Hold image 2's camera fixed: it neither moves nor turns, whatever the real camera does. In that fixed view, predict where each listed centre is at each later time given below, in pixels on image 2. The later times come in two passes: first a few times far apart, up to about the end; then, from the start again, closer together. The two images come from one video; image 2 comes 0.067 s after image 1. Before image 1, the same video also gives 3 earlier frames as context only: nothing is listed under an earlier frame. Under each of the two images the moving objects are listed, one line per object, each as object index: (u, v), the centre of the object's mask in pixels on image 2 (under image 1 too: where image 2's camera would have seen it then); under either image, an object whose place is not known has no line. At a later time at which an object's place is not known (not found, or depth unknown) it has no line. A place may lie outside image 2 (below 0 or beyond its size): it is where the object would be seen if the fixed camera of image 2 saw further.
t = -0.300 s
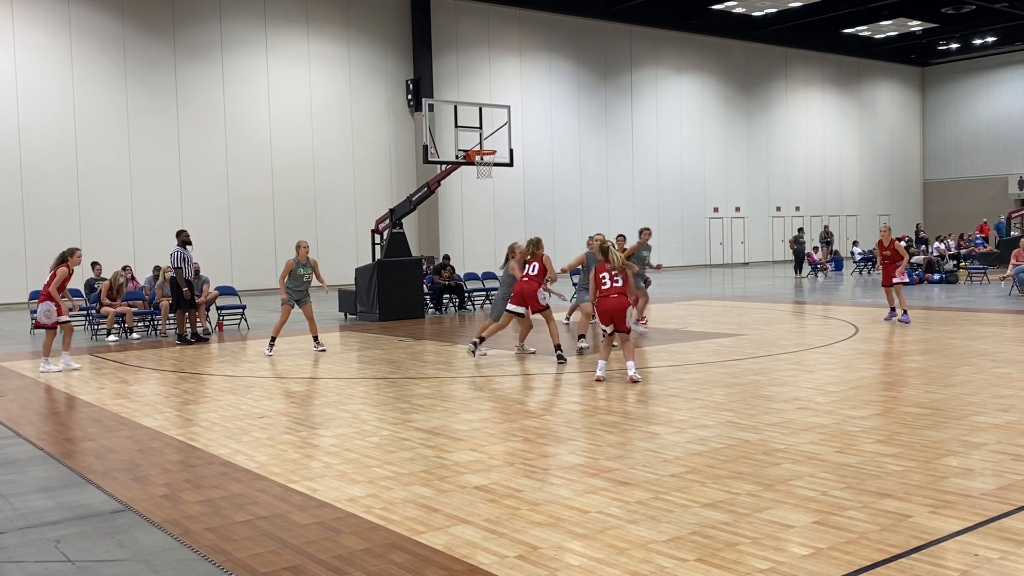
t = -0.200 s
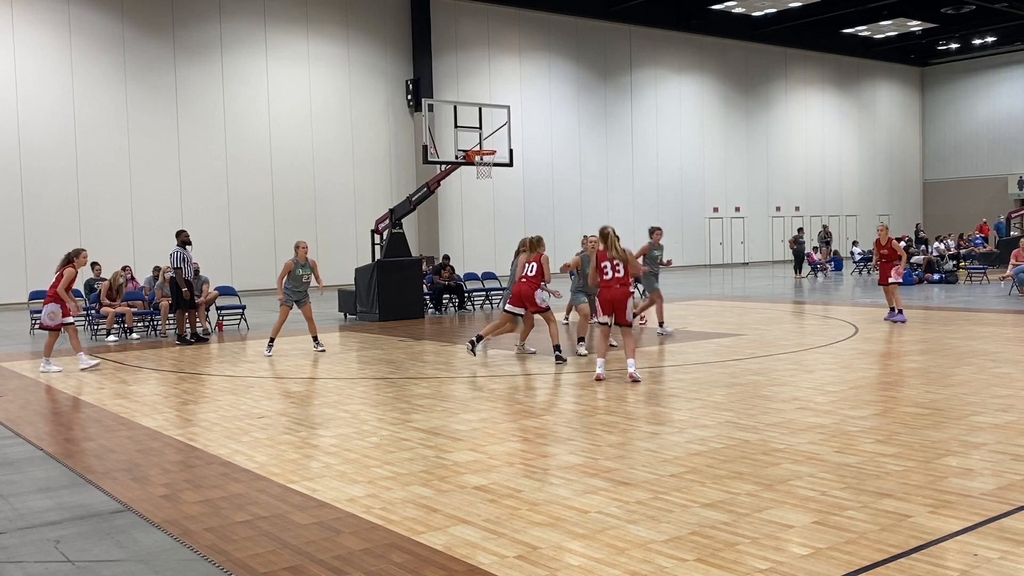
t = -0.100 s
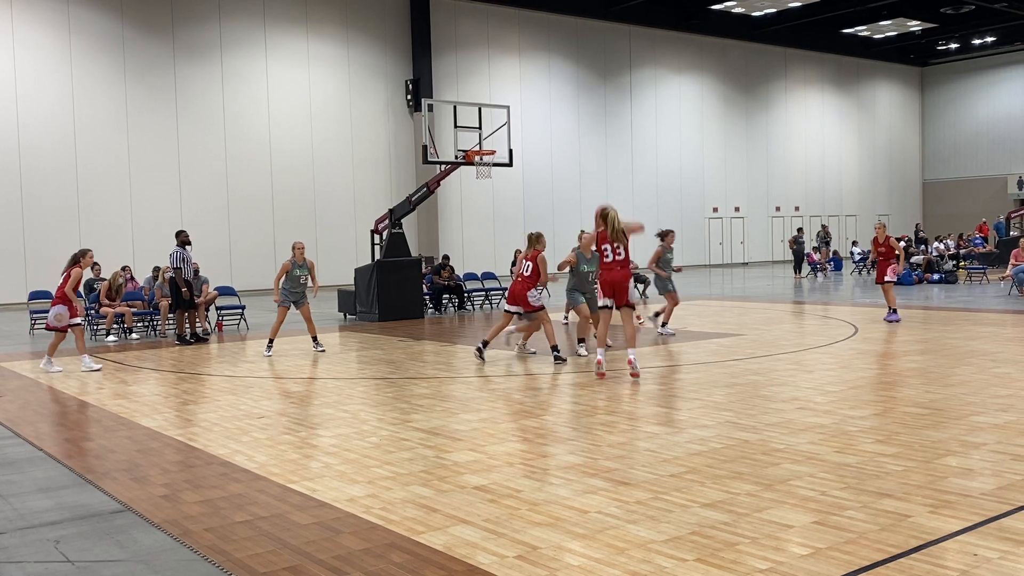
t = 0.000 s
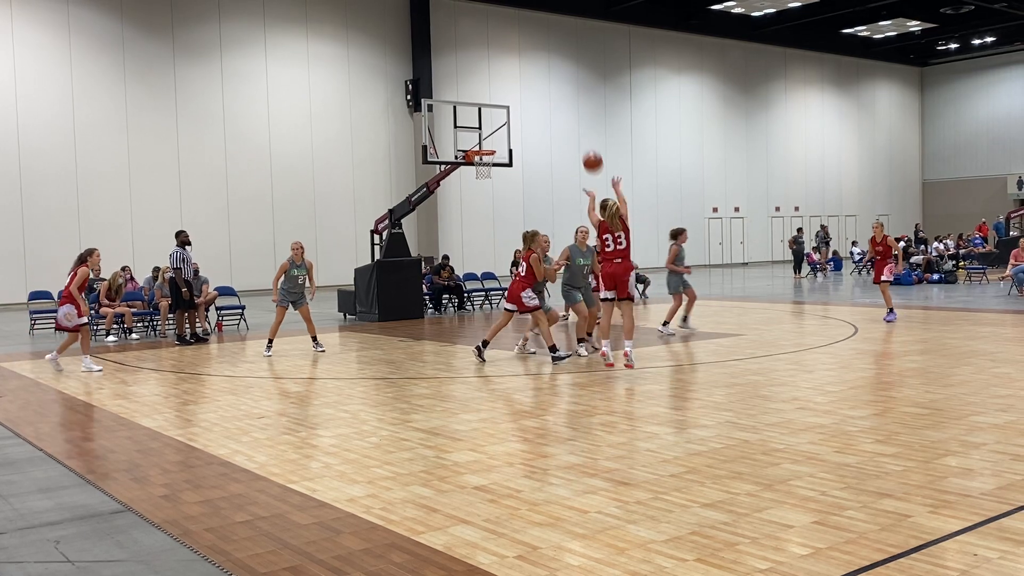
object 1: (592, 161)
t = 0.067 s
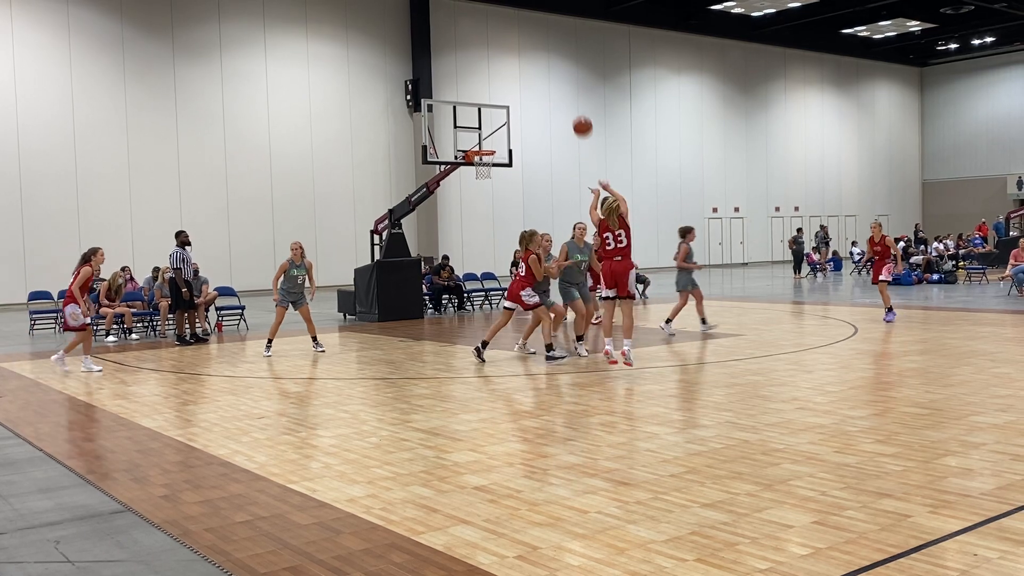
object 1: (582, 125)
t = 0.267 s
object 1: (555, 50)
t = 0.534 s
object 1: (525, 9)
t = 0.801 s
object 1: (500, 21)
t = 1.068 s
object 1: (480, 72)
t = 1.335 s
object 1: (481, 145)
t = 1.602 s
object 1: (488, 161)
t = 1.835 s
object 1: (477, 178)
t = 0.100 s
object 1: (577, 110)
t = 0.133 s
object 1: (573, 96)
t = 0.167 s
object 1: (568, 82)
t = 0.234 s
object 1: (559, 60)
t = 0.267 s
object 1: (555, 50)
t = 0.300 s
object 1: (551, 42)
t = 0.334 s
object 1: (547, 34)
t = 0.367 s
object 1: (543, 28)
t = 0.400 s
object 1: (539, 22)
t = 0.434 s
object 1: (536, 17)
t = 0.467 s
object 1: (532, 14)
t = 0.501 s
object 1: (528, 11)
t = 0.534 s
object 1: (525, 9)
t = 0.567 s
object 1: (522, 8)
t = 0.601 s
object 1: (518, 7)
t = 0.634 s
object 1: (515, 7)
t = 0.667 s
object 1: (512, 9)
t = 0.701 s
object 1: (509, 11)
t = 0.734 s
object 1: (506, 13)
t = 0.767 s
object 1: (503, 16)
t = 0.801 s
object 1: (500, 21)
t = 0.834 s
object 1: (497, 25)
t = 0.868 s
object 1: (495, 30)
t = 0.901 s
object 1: (493, 36)
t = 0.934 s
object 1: (490, 42)
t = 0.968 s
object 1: (487, 49)
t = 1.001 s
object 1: (485, 56)
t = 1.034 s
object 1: (483, 64)
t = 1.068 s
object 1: (480, 72)
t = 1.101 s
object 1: (478, 81)
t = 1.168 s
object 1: (474, 100)
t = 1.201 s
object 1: (472, 111)
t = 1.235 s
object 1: (470, 120)
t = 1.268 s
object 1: (469, 131)
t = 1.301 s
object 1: (475, 138)
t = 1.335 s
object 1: (481, 145)
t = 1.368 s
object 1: (488, 153)
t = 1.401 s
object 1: (493, 161)
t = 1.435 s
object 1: (493, 162)
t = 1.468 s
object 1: (493, 162)
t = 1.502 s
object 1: (492, 161)
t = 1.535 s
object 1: (491, 161)
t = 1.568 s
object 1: (489, 161)
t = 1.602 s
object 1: (488, 161)
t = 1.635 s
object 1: (486, 162)
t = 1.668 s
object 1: (484, 164)
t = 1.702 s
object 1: (482, 166)
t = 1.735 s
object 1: (481, 169)
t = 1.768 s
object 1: (479, 173)
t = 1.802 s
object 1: (478, 174)
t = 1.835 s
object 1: (477, 178)
